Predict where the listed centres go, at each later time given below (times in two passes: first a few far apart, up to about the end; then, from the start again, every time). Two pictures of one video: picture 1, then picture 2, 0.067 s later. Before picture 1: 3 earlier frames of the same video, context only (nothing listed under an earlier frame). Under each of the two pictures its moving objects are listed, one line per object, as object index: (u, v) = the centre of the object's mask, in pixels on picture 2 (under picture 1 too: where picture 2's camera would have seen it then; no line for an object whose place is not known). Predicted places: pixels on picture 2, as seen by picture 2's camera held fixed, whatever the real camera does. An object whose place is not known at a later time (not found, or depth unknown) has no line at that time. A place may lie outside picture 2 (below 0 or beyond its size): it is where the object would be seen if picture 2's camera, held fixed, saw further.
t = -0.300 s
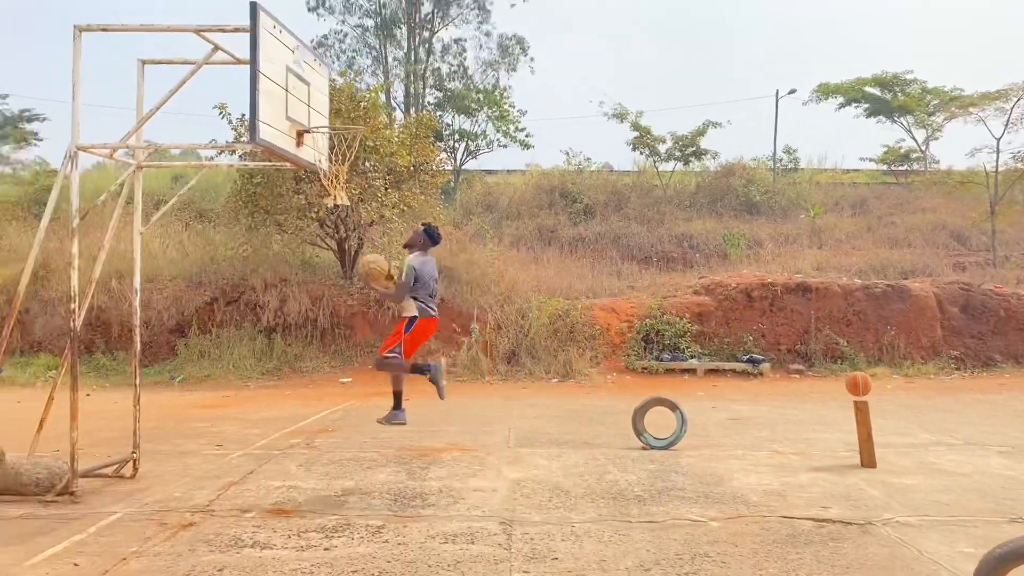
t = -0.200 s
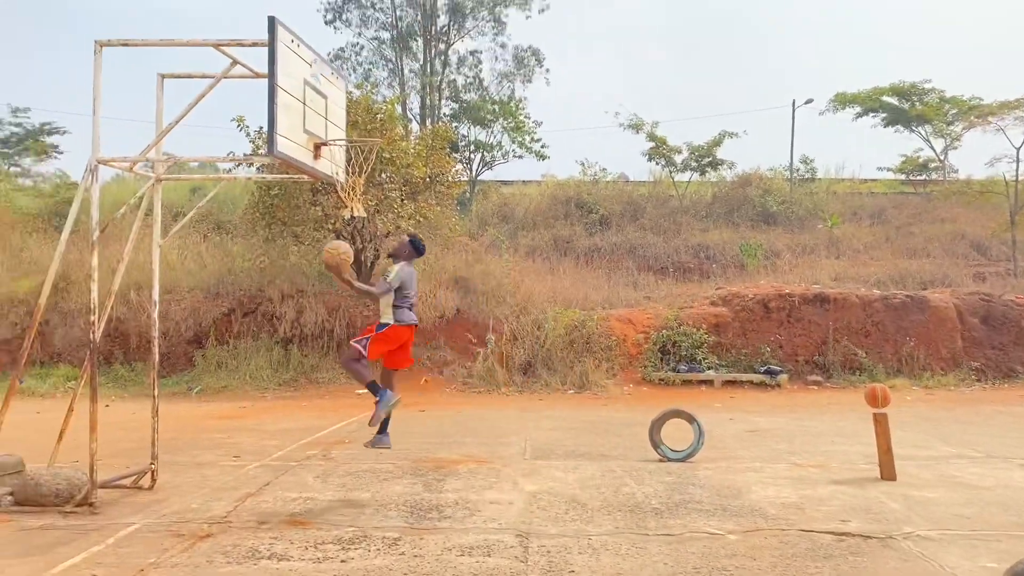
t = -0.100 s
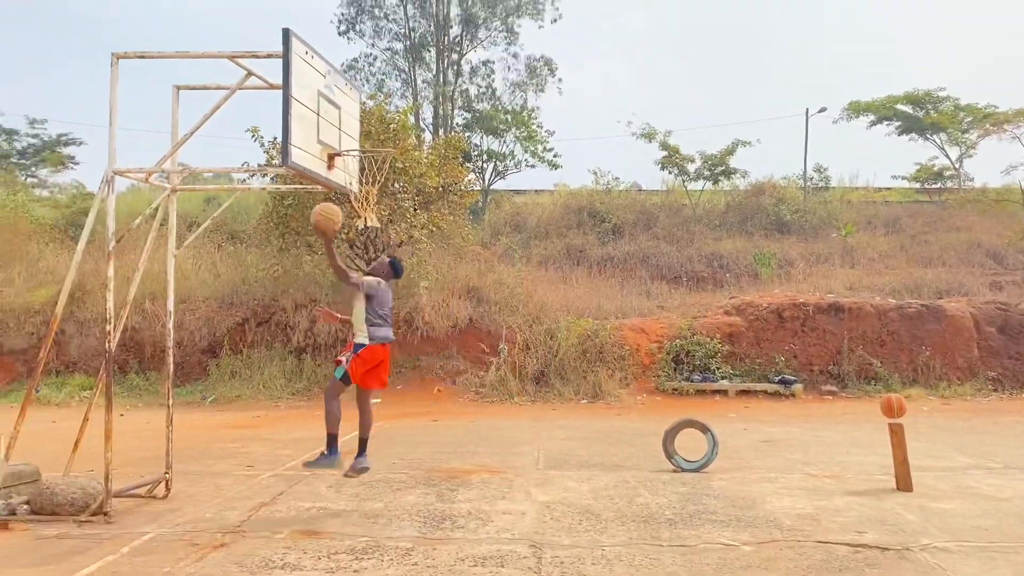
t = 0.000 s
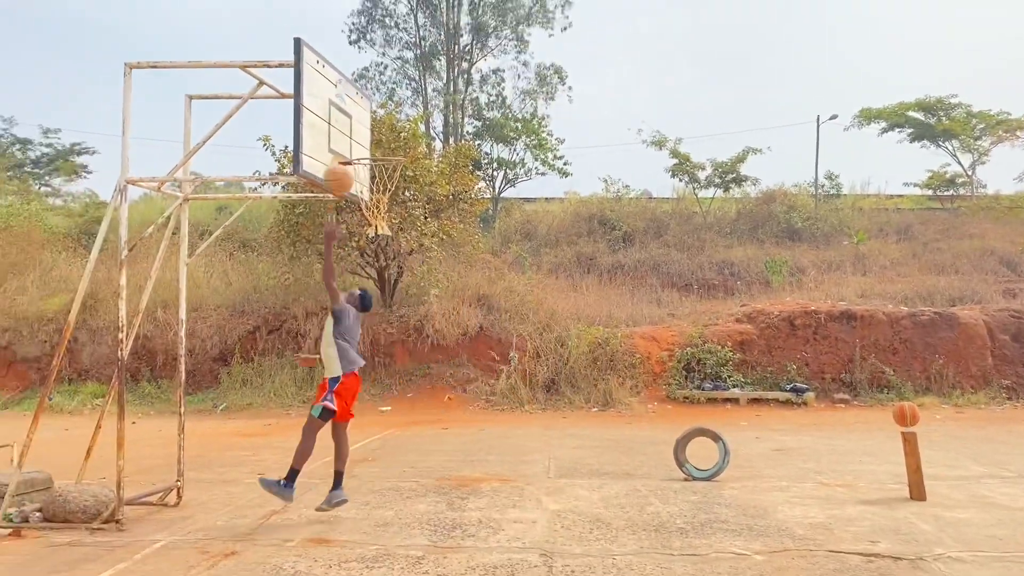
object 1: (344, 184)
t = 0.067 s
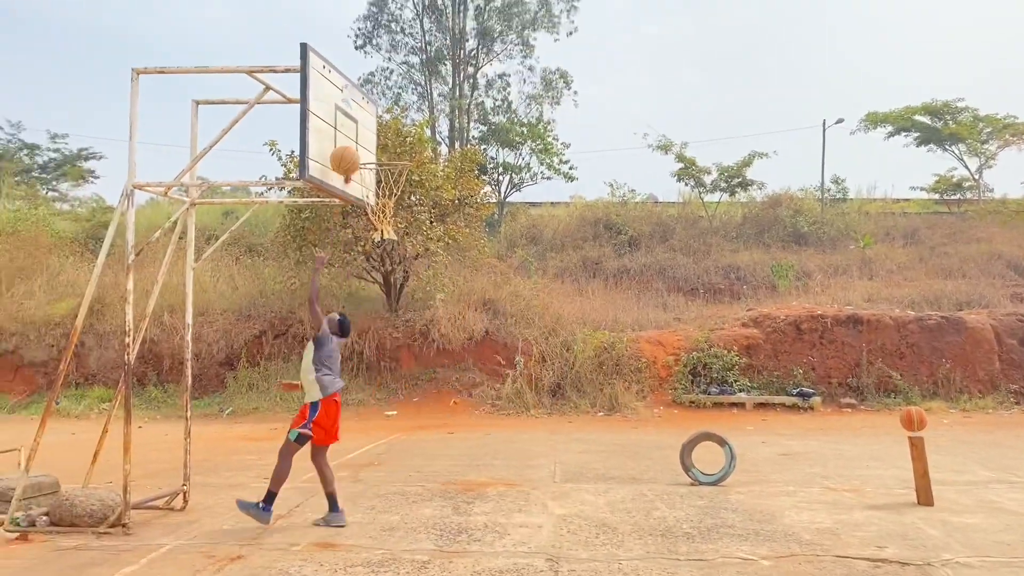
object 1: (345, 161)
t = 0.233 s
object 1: (346, 126)
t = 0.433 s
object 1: (364, 136)
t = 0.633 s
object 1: (384, 186)
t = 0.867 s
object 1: (398, 236)
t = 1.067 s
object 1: (404, 306)
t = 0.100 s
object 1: (345, 151)
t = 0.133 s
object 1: (346, 143)
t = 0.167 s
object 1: (346, 136)
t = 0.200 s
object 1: (346, 130)
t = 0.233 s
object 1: (346, 126)
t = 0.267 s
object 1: (349, 125)
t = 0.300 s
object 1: (353, 125)
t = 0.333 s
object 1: (356, 126)
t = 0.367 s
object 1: (358, 128)
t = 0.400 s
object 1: (361, 132)
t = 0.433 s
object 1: (364, 136)
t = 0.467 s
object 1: (367, 142)
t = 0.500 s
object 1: (369, 150)
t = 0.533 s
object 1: (372, 158)
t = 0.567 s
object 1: (375, 167)
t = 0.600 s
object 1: (380, 176)
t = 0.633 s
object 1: (384, 186)
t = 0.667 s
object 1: (389, 196)
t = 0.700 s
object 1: (389, 212)
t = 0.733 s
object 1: (392, 216)
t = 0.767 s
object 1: (393, 217)
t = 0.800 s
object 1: (394, 221)
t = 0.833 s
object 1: (396, 228)
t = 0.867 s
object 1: (398, 236)
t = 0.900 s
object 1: (397, 244)
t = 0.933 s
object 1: (399, 253)
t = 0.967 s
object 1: (400, 264)
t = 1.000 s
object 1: (402, 277)
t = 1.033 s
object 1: (403, 290)
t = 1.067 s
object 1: (404, 306)
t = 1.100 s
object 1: (405, 322)
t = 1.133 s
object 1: (406, 340)
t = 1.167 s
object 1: (407, 359)
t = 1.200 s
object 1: (409, 380)
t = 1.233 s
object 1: (410, 402)
